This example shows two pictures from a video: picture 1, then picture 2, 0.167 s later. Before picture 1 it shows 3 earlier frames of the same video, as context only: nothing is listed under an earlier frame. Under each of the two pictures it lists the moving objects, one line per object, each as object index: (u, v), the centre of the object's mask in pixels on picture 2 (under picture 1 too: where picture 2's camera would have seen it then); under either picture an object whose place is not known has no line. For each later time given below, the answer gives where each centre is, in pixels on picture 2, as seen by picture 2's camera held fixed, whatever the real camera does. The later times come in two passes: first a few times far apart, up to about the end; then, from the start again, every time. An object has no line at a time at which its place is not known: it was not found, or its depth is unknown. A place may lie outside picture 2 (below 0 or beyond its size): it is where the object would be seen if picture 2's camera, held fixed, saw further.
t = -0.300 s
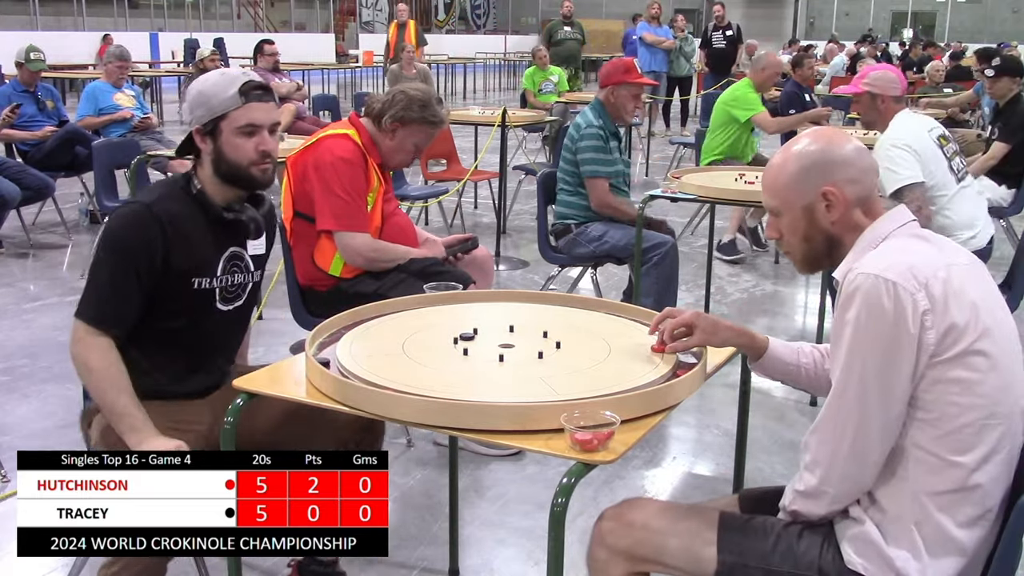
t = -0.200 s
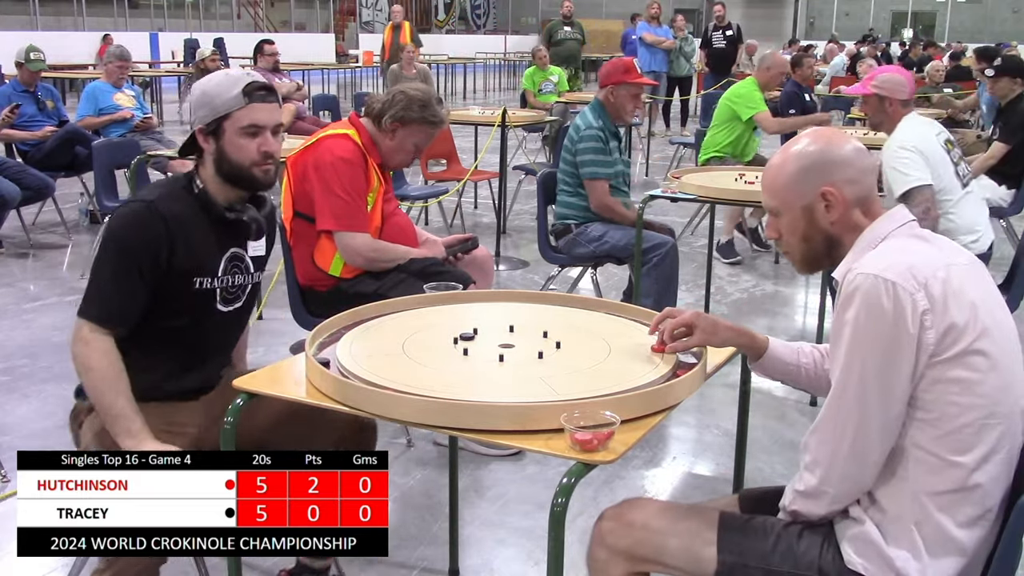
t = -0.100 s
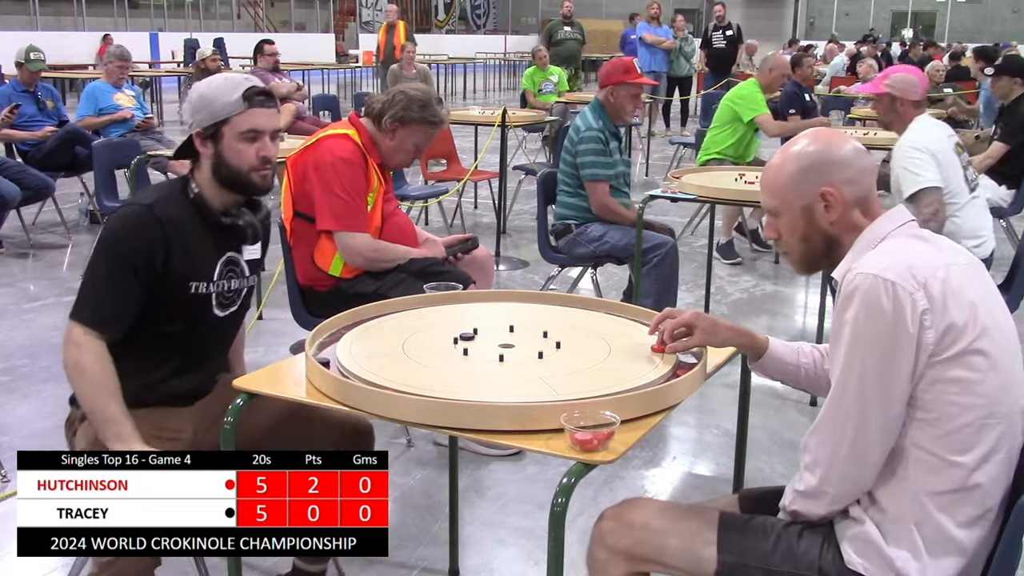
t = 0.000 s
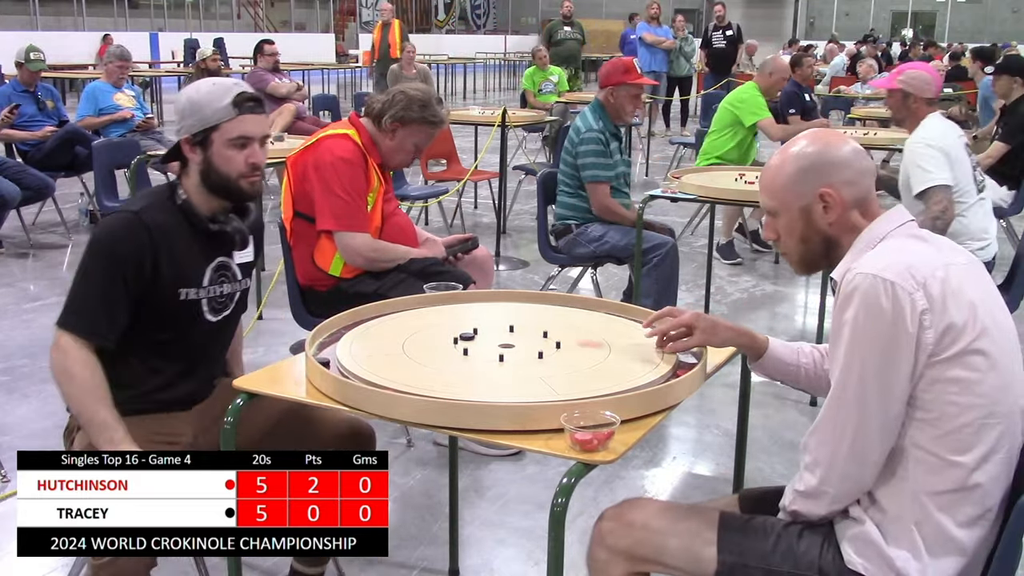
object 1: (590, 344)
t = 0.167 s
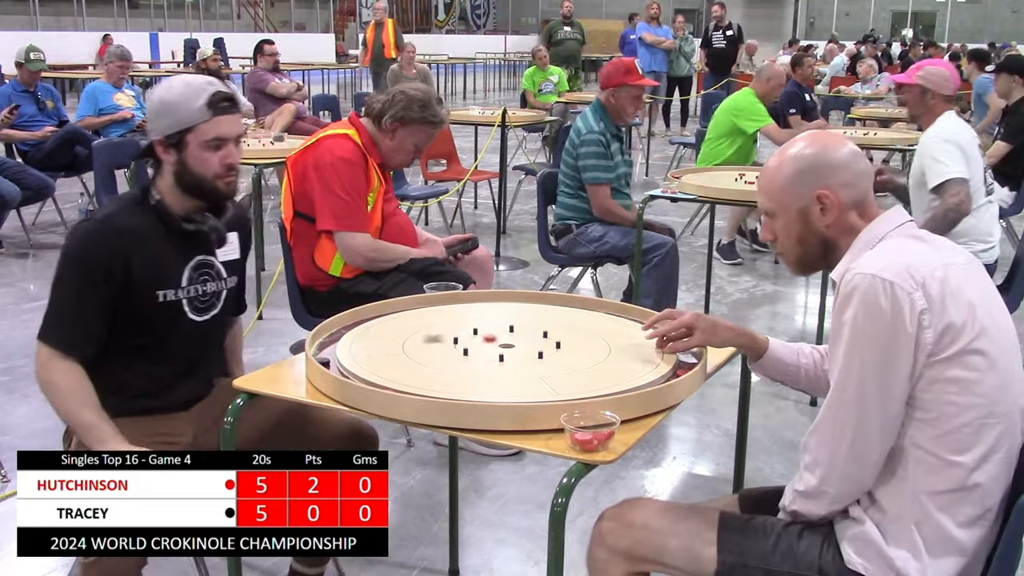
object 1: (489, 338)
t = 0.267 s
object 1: (506, 342)
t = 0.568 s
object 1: (500, 343)
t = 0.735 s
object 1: (500, 343)
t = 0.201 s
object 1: (497, 341)
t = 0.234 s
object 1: (505, 344)
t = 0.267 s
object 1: (506, 342)
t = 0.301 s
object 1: (504, 342)
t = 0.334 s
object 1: (502, 342)
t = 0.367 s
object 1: (501, 343)
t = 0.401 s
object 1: (500, 343)
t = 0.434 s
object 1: (500, 343)
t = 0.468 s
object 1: (499, 343)
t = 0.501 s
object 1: (500, 344)
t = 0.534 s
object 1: (500, 343)
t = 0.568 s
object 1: (500, 343)
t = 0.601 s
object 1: (500, 343)
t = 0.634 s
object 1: (500, 343)
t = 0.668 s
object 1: (500, 343)
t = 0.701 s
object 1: (500, 343)
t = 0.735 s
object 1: (500, 343)
